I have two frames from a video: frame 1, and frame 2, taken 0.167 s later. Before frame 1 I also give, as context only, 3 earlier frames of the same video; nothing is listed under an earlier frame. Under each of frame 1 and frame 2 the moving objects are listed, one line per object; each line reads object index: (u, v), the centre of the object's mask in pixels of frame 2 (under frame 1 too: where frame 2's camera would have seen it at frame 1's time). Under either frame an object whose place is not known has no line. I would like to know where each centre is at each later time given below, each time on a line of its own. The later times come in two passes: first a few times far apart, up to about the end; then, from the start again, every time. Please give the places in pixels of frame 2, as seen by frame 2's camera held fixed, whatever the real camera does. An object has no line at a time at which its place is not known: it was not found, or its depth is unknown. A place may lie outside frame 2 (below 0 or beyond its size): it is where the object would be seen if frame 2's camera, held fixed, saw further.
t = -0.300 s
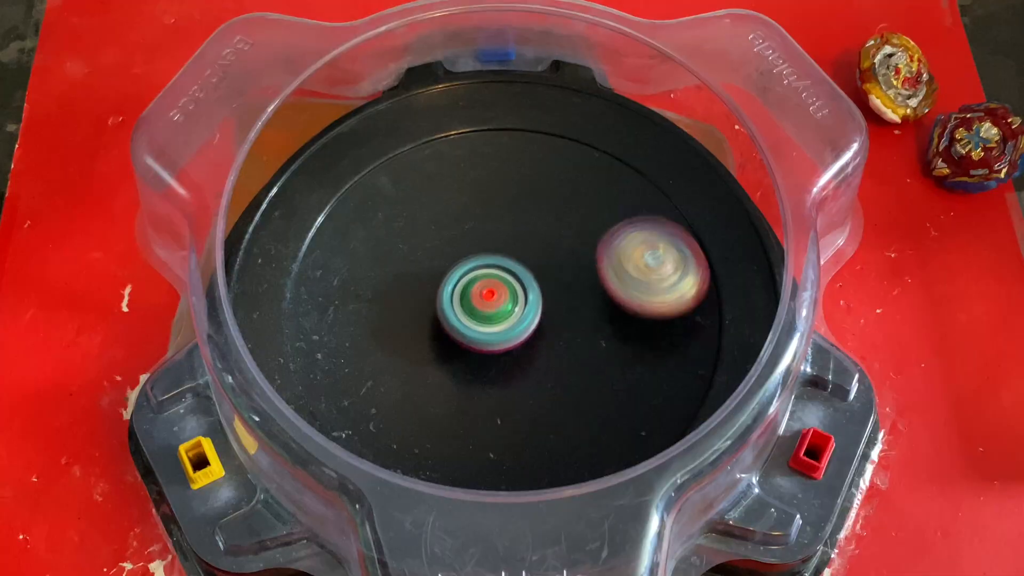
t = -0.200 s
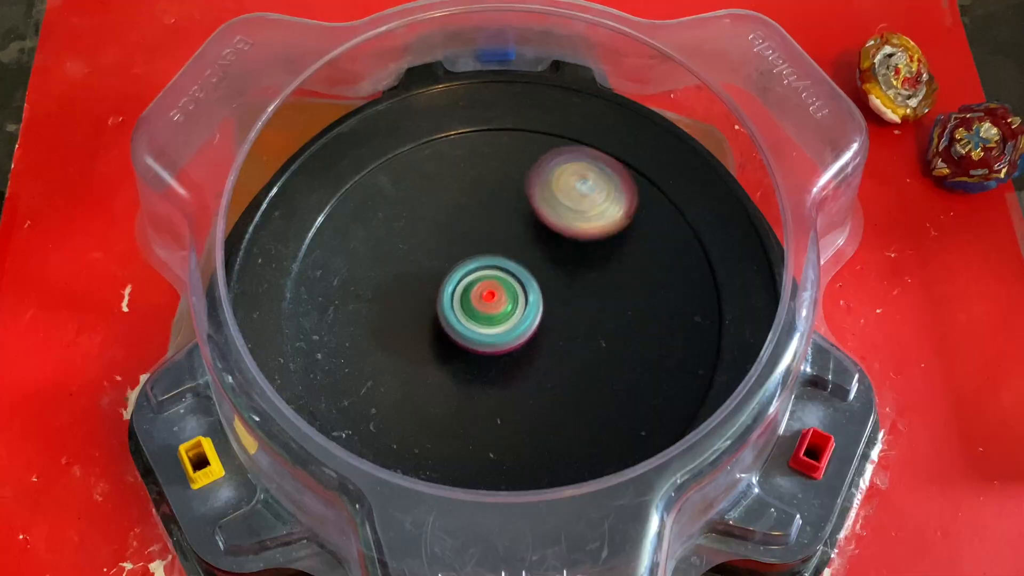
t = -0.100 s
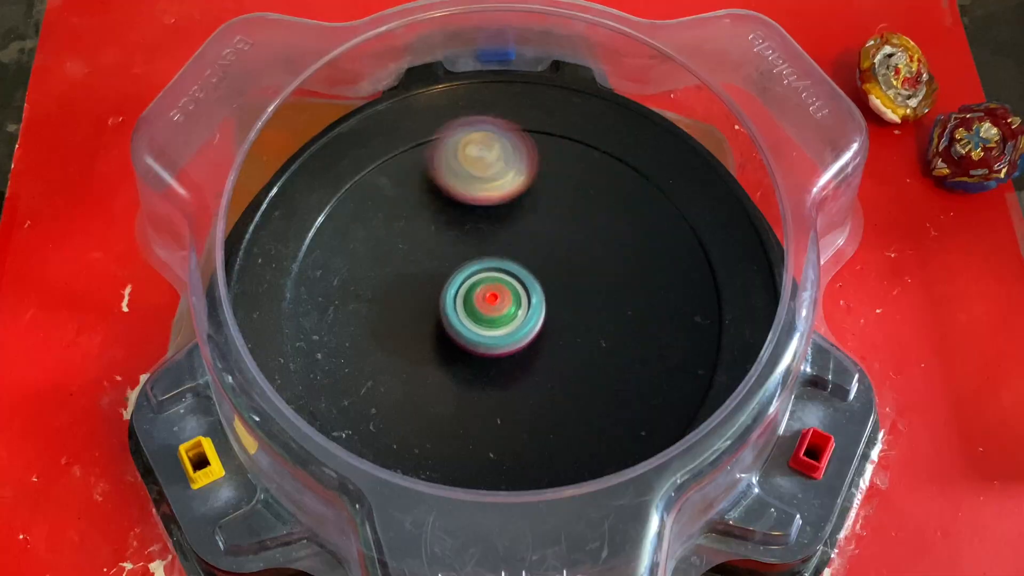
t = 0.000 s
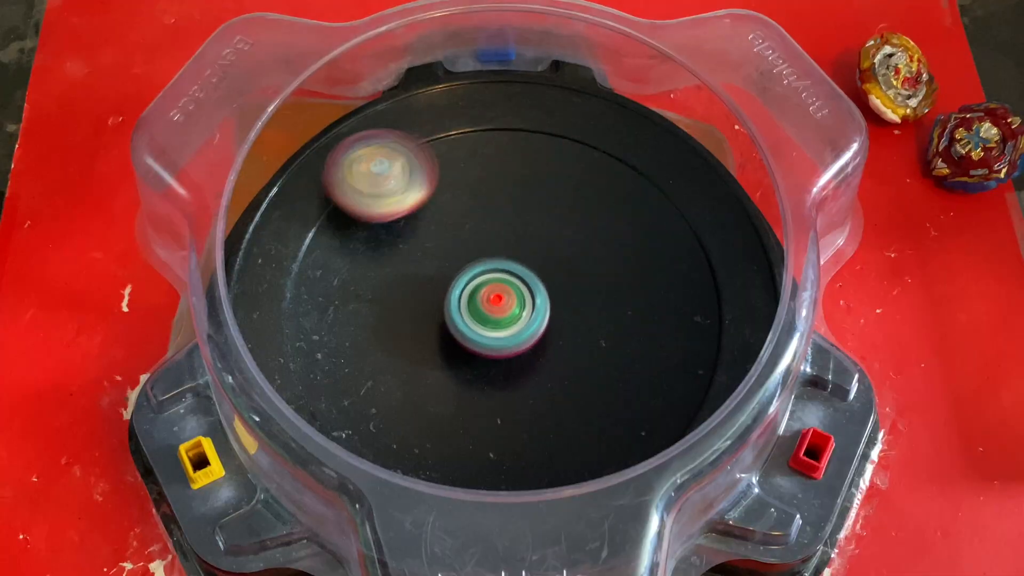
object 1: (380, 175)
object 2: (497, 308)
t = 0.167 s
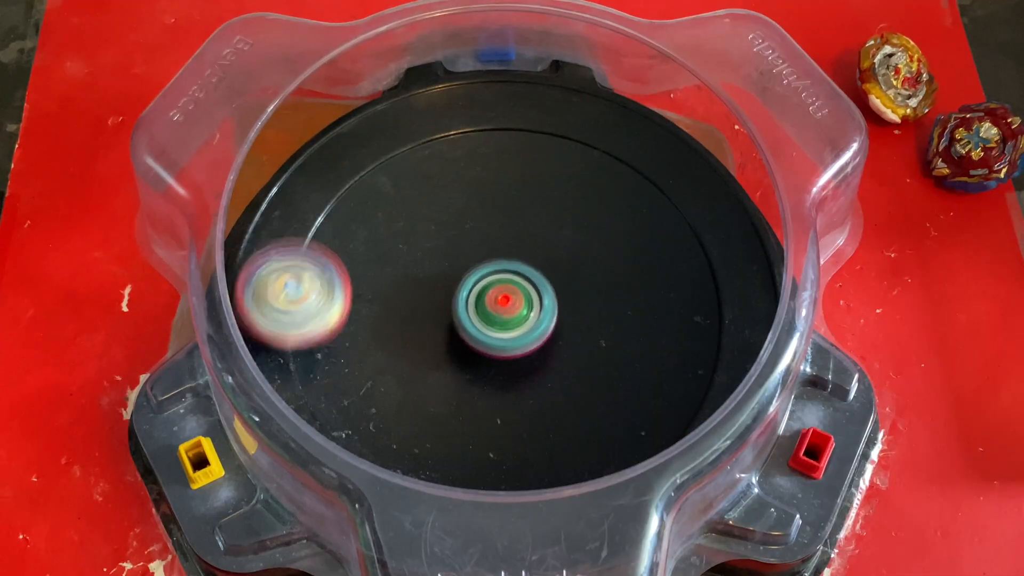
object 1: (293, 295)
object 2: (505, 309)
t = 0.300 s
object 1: (343, 414)
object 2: (509, 308)
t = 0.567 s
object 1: (622, 394)
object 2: (514, 308)
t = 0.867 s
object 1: (554, 145)
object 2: (518, 306)
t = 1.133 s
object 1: (331, 197)
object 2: (510, 305)
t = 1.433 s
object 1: (454, 431)
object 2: (499, 317)
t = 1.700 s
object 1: (678, 300)
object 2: (503, 322)
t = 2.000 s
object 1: (521, 118)
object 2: (502, 321)
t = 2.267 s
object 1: (352, 272)
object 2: (505, 317)
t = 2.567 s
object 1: (566, 438)
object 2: (500, 308)
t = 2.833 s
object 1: (701, 263)
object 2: (491, 310)
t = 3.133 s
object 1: (470, 177)
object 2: (493, 319)
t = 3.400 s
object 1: (379, 373)
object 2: (501, 319)
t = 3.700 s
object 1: (627, 433)
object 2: (508, 319)
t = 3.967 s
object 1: (620, 235)
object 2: (512, 311)
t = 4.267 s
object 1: (379, 248)
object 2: (505, 310)
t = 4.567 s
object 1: (438, 439)
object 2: (502, 315)
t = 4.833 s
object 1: (625, 337)
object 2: (505, 316)
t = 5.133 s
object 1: (473, 180)
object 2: (507, 312)
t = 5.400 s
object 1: (341, 301)
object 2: (506, 309)
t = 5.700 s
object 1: (521, 404)
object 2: (503, 308)
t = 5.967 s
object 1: (643, 291)
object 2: (500, 298)
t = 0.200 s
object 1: (296, 325)
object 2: (506, 309)
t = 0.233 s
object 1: (305, 354)
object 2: (507, 308)
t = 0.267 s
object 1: (319, 387)
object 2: (508, 308)
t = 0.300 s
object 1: (343, 414)
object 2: (509, 308)
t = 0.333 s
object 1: (372, 438)
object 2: (510, 308)
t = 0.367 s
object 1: (408, 453)
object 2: (511, 308)
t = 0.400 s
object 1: (449, 462)
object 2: (512, 308)
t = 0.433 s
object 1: (489, 453)
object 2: (512, 308)
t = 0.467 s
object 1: (528, 449)
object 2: (513, 308)
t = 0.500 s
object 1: (564, 438)
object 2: (513, 308)
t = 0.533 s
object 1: (596, 420)
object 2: (514, 308)
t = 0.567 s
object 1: (622, 394)
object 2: (514, 308)
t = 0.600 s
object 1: (640, 364)
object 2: (515, 308)
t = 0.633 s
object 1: (651, 332)
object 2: (515, 308)
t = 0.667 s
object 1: (655, 299)
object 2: (516, 309)
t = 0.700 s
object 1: (652, 267)
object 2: (517, 308)
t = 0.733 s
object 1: (642, 236)
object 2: (517, 308)
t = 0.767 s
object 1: (627, 209)
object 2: (518, 308)
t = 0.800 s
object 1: (607, 184)
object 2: (518, 308)
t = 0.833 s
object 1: (582, 162)
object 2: (519, 307)
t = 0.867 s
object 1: (554, 145)
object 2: (518, 306)
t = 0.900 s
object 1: (524, 131)
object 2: (518, 305)
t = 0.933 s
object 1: (493, 124)
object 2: (517, 304)
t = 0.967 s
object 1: (461, 121)
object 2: (517, 304)
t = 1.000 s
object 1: (429, 124)
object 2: (515, 304)
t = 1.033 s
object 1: (400, 137)
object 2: (514, 304)
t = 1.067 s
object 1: (374, 154)
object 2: (513, 304)
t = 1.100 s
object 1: (350, 174)
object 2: (511, 304)
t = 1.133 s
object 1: (331, 197)
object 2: (510, 305)
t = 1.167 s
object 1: (316, 224)
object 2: (508, 306)
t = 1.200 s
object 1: (308, 254)
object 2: (507, 307)
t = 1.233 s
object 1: (307, 286)
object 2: (505, 308)
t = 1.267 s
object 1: (314, 319)
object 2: (504, 309)
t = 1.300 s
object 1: (329, 350)
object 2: (502, 311)
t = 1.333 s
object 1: (352, 379)
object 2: (501, 312)
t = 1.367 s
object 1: (381, 403)
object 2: (500, 314)
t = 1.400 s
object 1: (416, 421)
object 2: (499, 316)
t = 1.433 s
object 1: (454, 431)
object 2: (499, 317)
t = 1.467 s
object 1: (493, 435)
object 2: (499, 319)
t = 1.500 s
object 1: (532, 432)
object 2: (500, 320)
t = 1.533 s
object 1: (569, 422)
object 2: (501, 320)
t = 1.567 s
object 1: (602, 405)
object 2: (502, 321)
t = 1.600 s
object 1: (630, 384)
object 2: (502, 321)
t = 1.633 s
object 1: (653, 359)
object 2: (503, 322)
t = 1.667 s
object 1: (669, 331)
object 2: (503, 322)
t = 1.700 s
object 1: (678, 300)
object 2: (503, 322)
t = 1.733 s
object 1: (681, 271)
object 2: (503, 322)
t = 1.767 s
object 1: (677, 241)
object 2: (504, 322)
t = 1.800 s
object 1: (667, 213)
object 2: (504, 322)
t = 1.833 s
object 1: (652, 187)
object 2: (504, 322)
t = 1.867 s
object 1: (632, 165)
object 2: (503, 322)
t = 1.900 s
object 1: (609, 146)
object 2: (503, 322)
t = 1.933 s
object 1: (582, 131)
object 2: (503, 322)
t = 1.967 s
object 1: (553, 122)
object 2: (503, 321)
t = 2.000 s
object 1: (521, 118)
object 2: (502, 321)
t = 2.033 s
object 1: (490, 119)
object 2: (502, 320)
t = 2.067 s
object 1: (458, 128)
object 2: (502, 320)
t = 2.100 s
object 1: (429, 141)
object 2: (502, 320)
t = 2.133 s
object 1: (404, 161)
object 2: (503, 320)
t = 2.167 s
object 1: (383, 184)
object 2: (503, 319)
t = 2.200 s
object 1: (368, 211)
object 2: (504, 319)
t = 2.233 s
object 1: (357, 241)
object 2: (504, 318)
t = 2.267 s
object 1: (352, 272)
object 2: (505, 317)
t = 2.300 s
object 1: (355, 304)
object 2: (505, 316)
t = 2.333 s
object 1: (364, 335)
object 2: (505, 315)
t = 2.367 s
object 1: (380, 365)
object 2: (505, 314)
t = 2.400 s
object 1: (402, 390)
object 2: (505, 312)
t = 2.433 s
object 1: (429, 413)
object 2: (505, 311)
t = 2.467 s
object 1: (460, 430)
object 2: (504, 310)
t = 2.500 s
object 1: (495, 438)
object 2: (503, 309)
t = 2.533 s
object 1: (530, 441)
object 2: (501, 308)
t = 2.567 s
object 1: (566, 438)
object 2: (500, 308)
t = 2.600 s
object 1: (600, 429)
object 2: (499, 307)
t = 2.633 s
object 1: (630, 416)
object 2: (498, 307)
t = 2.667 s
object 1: (658, 398)
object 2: (496, 307)
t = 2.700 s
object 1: (680, 375)
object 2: (495, 307)
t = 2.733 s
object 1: (696, 349)
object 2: (494, 308)
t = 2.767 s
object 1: (706, 320)
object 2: (493, 308)
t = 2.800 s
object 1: (707, 292)
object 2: (492, 310)
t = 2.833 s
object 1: (701, 263)
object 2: (491, 310)
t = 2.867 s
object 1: (689, 237)
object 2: (491, 311)
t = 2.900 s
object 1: (671, 213)
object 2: (490, 313)
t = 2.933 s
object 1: (648, 194)
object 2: (490, 313)
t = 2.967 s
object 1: (623, 178)
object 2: (490, 314)
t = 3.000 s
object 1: (593, 167)
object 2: (490, 315)
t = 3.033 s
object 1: (563, 162)
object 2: (491, 317)
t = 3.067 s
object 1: (531, 161)
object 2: (491, 318)
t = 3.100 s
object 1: (499, 167)
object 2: (492, 318)
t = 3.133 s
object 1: (470, 177)
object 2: (493, 319)
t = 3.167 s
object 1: (441, 192)
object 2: (494, 318)
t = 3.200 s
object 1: (418, 212)
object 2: (496, 319)
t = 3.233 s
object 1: (398, 235)
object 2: (496, 319)
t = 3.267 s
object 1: (383, 260)
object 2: (498, 319)
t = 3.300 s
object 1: (374, 288)
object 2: (498, 319)
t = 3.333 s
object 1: (370, 315)
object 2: (499, 319)
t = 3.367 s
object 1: (372, 345)
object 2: (500, 319)
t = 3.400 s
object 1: (379, 373)
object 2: (501, 319)
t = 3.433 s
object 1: (394, 400)
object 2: (502, 319)
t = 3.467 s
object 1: (415, 423)
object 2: (502, 319)
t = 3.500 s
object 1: (441, 438)
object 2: (503, 319)
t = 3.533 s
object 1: (471, 449)
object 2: (503, 319)
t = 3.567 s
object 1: (501, 453)
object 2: (503, 319)
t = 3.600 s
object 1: (535, 466)
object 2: (505, 319)
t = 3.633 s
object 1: (569, 462)
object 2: (506, 319)
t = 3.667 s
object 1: (599, 451)
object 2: (507, 319)
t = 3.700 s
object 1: (627, 433)
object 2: (508, 319)
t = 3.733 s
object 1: (647, 410)
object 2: (508, 318)
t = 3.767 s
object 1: (665, 388)
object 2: (510, 318)
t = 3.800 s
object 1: (675, 361)
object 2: (510, 317)
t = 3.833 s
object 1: (677, 332)
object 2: (511, 316)
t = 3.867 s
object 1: (671, 304)
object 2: (512, 315)
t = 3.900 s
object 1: (659, 278)
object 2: (512, 314)
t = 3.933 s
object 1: (642, 255)
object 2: (513, 313)
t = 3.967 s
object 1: (620, 235)
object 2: (512, 311)
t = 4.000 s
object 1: (596, 219)
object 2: (512, 310)
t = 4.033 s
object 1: (568, 207)
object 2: (511, 310)
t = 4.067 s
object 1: (538, 199)
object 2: (510, 309)
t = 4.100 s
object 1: (509, 196)
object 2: (509, 309)
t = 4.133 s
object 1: (478, 198)
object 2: (509, 309)
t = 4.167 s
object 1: (450, 204)
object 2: (507, 309)
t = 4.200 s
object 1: (423, 215)
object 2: (507, 309)
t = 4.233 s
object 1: (399, 230)
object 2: (506, 310)
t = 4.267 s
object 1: (379, 248)
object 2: (505, 310)
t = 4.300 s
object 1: (363, 269)
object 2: (505, 310)
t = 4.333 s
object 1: (351, 292)
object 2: (504, 311)
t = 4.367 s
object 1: (346, 316)
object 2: (503, 311)
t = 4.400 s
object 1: (345, 341)
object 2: (503, 311)
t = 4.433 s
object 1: (351, 367)
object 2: (502, 312)
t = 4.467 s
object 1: (364, 392)
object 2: (502, 313)
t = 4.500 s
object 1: (383, 412)
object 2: (502, 314)
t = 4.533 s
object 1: (408, 428)
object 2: (502, 316)
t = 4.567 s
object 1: (438, 439)
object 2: (502, 315)
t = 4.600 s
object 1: (469, 445)
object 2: (503, 316)
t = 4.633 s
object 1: (502, 446)
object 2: (503, 317)
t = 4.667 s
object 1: (534, 441)
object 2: (504, 317)
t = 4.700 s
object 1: (563, 430)
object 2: (504, 317)
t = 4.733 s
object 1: (587, 412)
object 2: (505, 317)
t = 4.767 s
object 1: (606, 389)
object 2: (505, 317)
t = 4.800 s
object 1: (619, 364)
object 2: (505, 317)
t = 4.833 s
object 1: (625, 337)
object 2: (505, 316)
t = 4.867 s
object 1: (625, 309)
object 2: (505, 316)
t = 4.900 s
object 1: (619, 283)
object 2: (506, 316)
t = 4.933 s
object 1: (608, 259)
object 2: (506, 316)
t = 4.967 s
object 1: (593, 237)
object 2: (507, 315)
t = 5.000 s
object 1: (573, 218)
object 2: (507, 314)
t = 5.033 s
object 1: (551, 202)
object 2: (507, 314)
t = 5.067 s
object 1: (526, 190)
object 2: (507, 313)
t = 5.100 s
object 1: (500, 183)
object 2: (507, 312)
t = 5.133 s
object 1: (473, 180)
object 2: (507, 312)
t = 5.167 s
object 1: (446, 182)
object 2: (506, 311)
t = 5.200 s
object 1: (421, 188)
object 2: (506, 311)
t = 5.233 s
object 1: (398, 199)
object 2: (506, 310)
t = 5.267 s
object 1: (378, 214)
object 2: (506, 309)
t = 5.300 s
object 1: (362, 231)
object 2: (506, 309)
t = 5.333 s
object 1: (349, 253)
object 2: (506, 309)
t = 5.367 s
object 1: (342, 276)
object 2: (505, 309)
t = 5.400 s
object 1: (341, 301)
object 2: (506, 309)
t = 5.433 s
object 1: (345, 326)
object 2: (506, 309)
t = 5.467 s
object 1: (356, 349)
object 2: (505, 309)
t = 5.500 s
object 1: (373, 369)
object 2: (505, 309)
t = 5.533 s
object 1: (393, 385)
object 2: (505, 309)
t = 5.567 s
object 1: (416, 398)
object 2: (505, 309)
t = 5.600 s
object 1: (442, 406)
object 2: (505, 309)
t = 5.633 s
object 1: (468, 410)
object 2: (505, 309)
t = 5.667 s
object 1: (495, 410)
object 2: (504, 309)
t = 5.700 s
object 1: (521, 404)
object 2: (503, 308)
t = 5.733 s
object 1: (547, 395)
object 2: (502, 308)
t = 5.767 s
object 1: (573, 389)
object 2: (503, 306)
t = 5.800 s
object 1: (594, 380)
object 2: (503, 303)
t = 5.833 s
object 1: (612, 366)
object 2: (502, 301)
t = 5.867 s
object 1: (625, 349)
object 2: (502, 300)
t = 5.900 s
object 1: (635, 330)
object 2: (502, 299)
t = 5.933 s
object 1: (641, 310)
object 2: (501, 299)
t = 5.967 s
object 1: (643, 291)
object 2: (500, 298)
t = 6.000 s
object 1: (642, 271)
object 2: (500, 299)
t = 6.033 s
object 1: (636, 252)
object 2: (499, 299)
